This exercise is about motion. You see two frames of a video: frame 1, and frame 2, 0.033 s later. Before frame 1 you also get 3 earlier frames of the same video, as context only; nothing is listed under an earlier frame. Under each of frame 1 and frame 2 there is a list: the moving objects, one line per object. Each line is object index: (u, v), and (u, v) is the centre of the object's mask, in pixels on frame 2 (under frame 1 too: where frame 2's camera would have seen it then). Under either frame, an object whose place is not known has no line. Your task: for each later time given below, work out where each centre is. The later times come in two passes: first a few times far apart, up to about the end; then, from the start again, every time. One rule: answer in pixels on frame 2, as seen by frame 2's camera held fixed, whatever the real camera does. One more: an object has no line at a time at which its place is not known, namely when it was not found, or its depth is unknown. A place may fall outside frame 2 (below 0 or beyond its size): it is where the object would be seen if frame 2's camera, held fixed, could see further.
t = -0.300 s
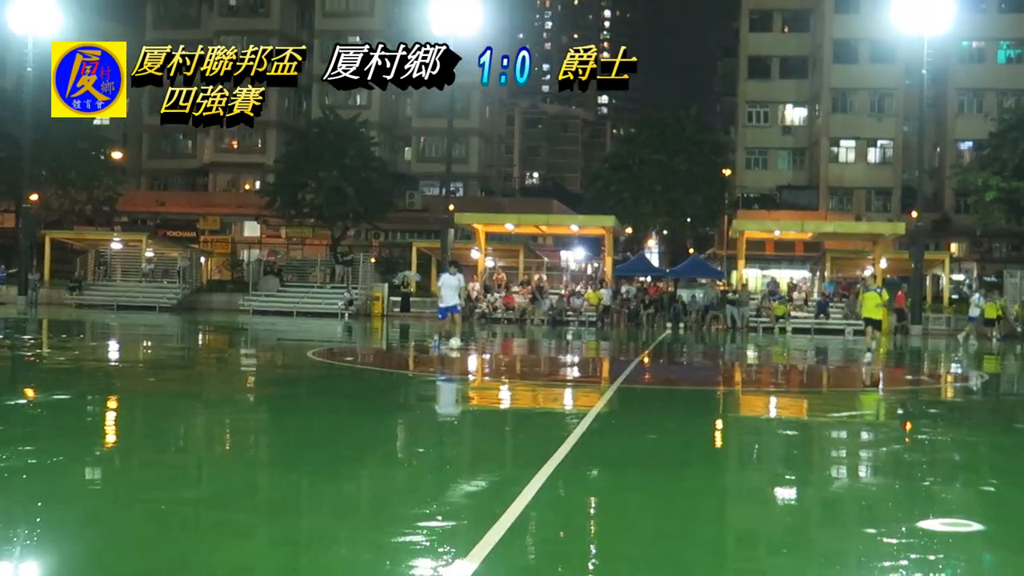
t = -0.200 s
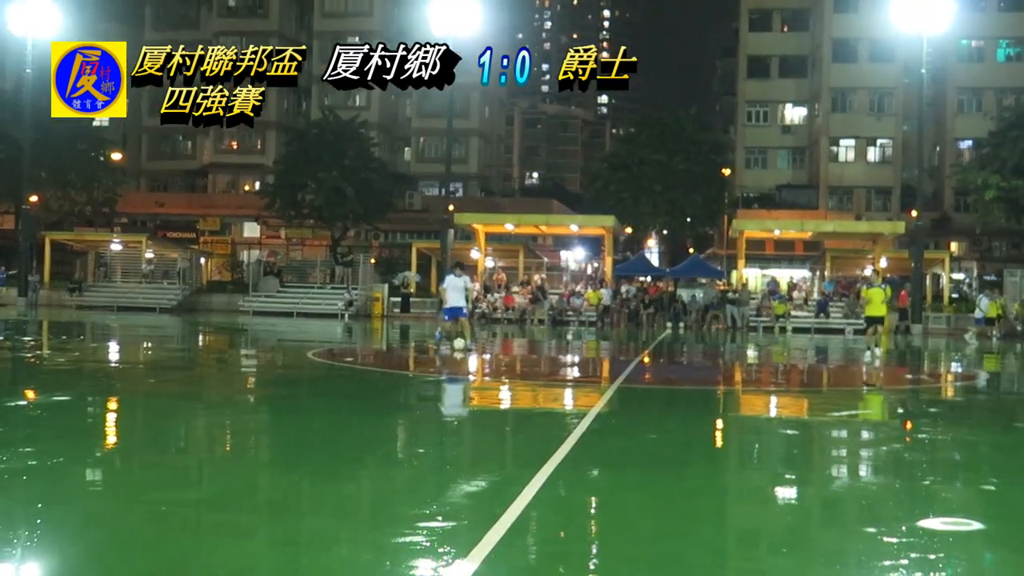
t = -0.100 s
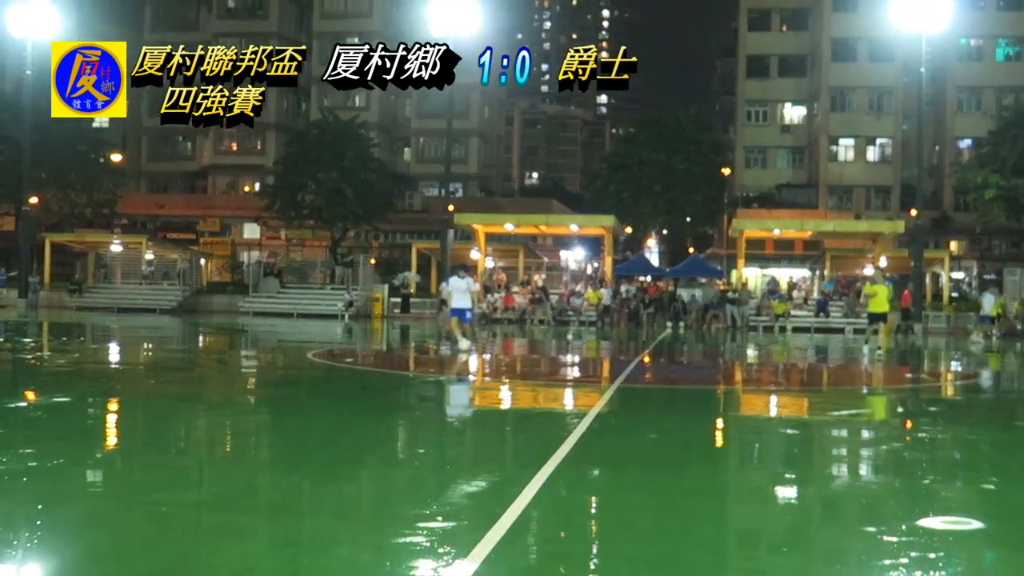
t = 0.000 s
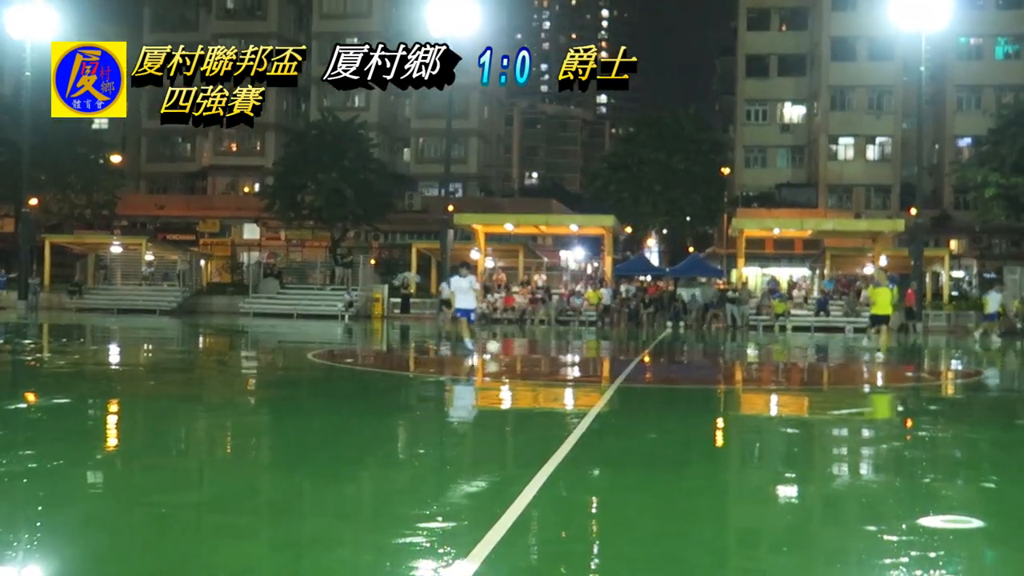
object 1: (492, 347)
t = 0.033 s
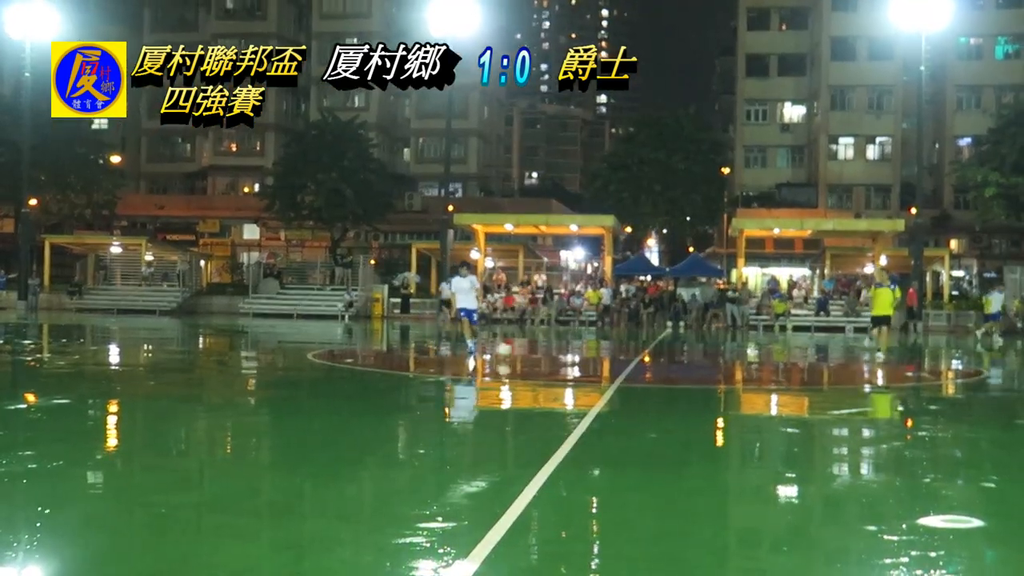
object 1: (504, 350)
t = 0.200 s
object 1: (565, 361)
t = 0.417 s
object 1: (677, 380)
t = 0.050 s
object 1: (509, 350)
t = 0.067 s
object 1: (514, 352)
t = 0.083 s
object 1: (520, 353)
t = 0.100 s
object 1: (526, 356)
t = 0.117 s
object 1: (532, 358)
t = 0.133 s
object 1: (539, 359)
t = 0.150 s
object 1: (545, 360)
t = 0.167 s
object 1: (552, 360)
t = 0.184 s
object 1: (558, 361)
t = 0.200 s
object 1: (565, 361)
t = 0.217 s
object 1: (573, 362)
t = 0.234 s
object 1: (581, 364)
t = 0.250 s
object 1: (588, 366)
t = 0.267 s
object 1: (594, 367)
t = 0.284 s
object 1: (603, 369)
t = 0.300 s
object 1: (611, 371)
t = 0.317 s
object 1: (620, 373)
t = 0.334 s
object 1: (628, 376)
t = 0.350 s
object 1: (638, 376)
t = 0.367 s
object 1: (647, 376)
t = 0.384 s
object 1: (656, 377)
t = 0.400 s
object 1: (667, 379)
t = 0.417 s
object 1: (677, 380)
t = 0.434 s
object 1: (687, 383)
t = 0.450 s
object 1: (698, 385)
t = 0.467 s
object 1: (709, 387)
